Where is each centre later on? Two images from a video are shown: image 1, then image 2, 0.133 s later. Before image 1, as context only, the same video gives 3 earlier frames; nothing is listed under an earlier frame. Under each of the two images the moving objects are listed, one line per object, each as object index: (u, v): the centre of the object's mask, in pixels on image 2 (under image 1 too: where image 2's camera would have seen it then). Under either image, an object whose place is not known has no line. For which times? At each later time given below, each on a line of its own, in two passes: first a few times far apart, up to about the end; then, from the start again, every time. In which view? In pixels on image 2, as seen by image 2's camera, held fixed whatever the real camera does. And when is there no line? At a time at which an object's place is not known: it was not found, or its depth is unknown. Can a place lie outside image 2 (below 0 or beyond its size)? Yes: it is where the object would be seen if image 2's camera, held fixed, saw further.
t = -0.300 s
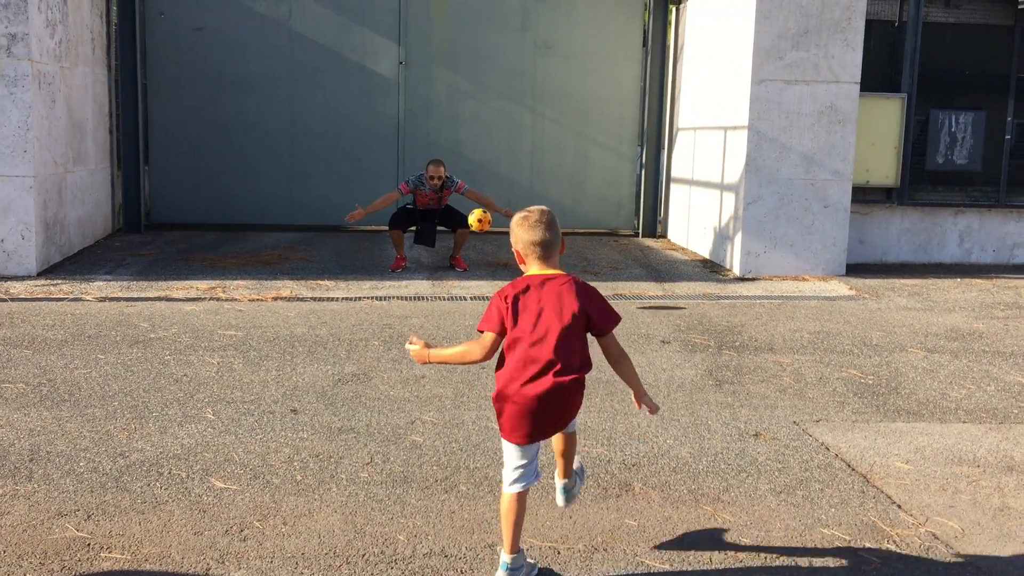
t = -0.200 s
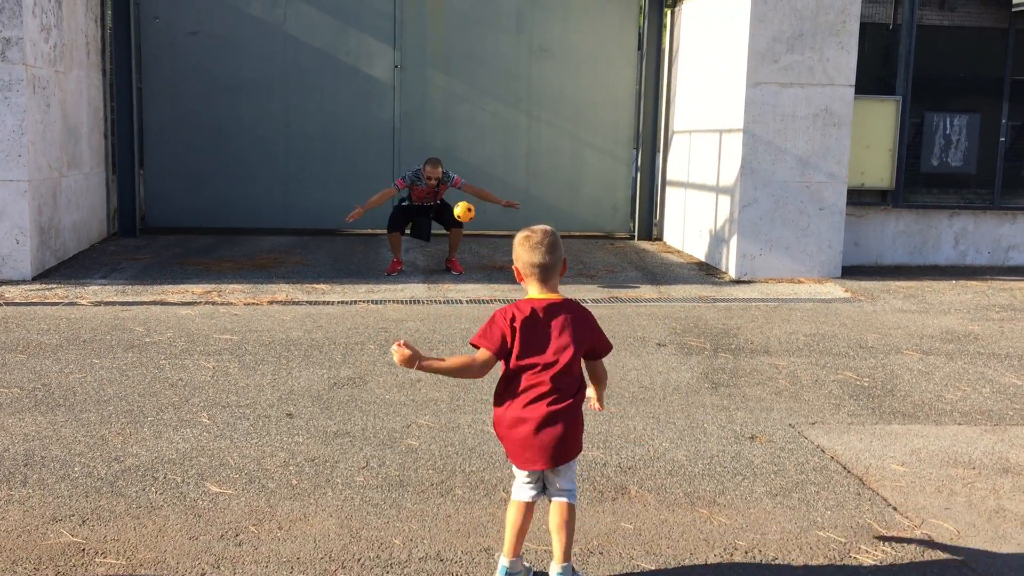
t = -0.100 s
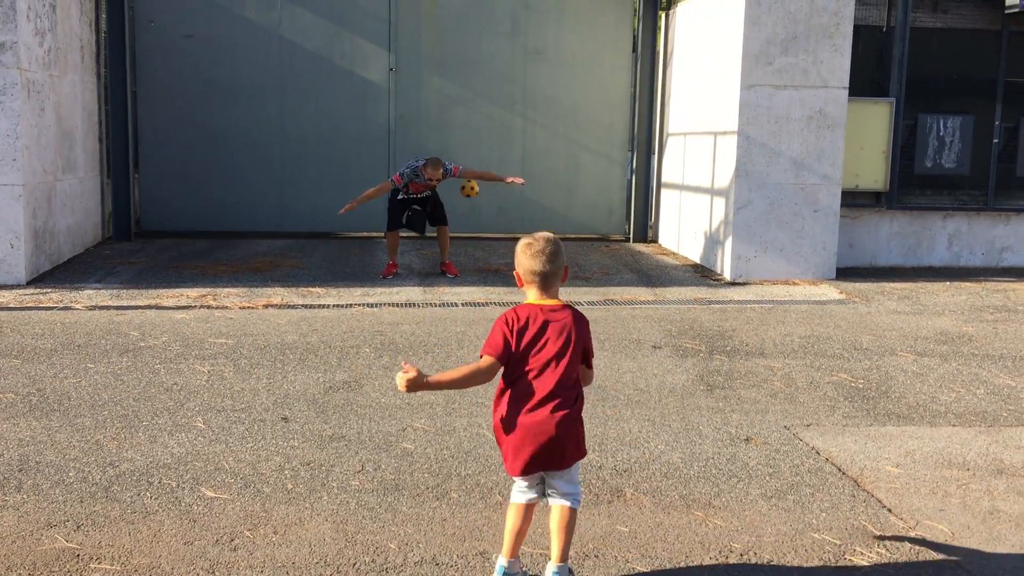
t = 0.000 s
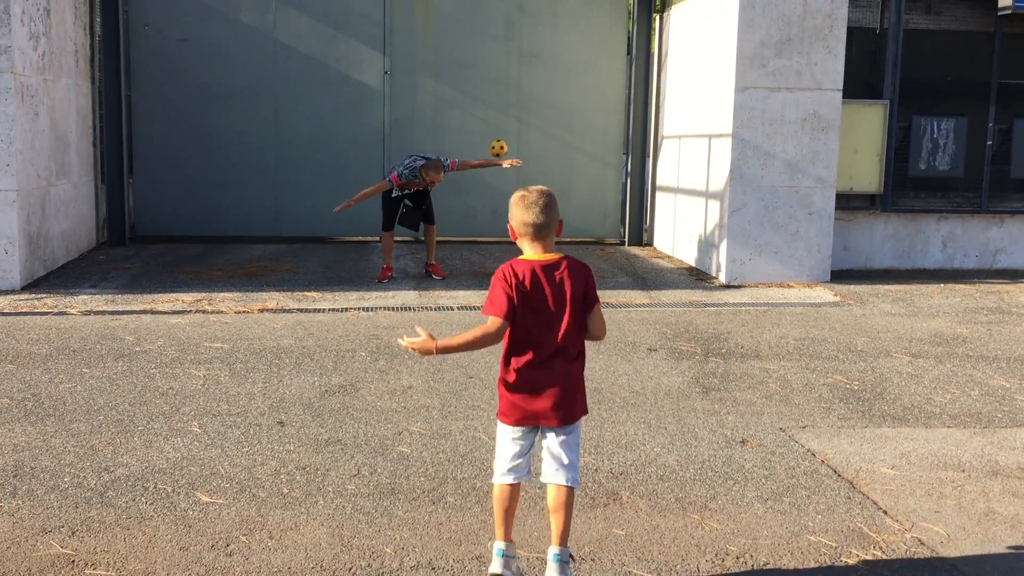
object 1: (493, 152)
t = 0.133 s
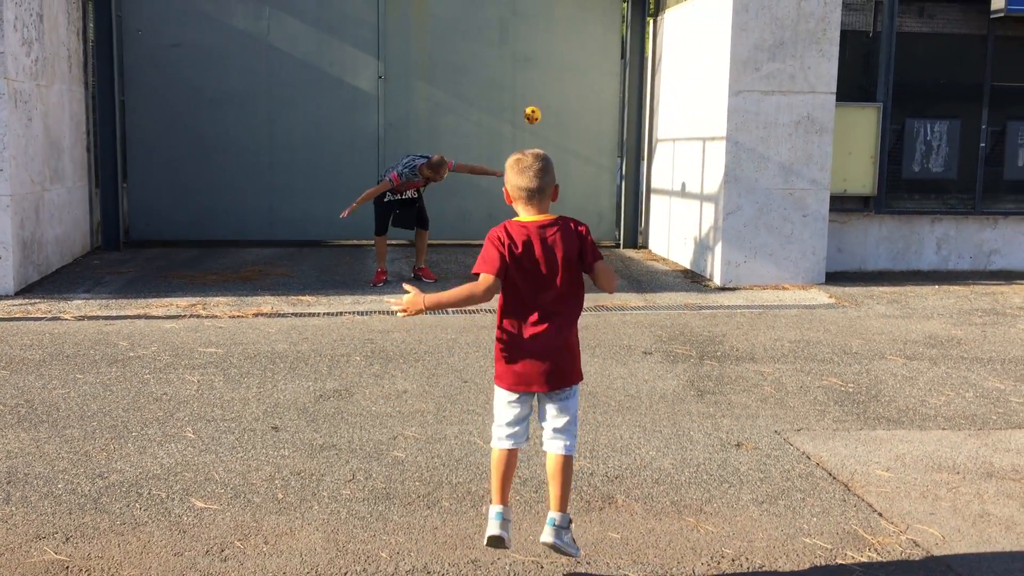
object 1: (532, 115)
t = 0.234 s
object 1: (558, 102)
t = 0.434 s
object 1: (601, 105)
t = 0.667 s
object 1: (641, 119)
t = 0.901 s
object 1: (678, 168)
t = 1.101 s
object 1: (691, 243)
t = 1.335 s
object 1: (688, 228)
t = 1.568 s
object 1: (677, 208)
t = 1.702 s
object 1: (671, 219)
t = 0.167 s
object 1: (540, 110)
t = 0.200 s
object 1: (549, 105)
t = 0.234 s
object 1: (558, 102)
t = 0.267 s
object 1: (565, 100)
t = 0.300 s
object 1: (573, 99)
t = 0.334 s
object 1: (581, 99)
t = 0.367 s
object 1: (587, 100)
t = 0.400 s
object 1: (595, 102)
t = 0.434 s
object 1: (601, 105)
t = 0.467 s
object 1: (607, 110)
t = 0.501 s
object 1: (614, 115)
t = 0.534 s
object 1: (622, 115)
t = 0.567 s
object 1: (627, 114)
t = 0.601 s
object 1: (631, 115)
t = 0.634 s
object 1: (636, 116)
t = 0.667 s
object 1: (641, 119)
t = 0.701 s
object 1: (647, 123)
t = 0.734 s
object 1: (651, 127)
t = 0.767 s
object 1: (656, 134)
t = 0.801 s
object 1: (661, 140)
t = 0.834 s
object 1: (667, 148)
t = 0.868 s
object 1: (673, 158)
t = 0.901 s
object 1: (678, 168)
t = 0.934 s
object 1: (683, 180)
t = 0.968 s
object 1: (685, 191)
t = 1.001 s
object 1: (687, 202)
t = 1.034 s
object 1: (689, 215)
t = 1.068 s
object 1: (690, 228)
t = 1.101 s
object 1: (691, 243)
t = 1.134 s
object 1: (692, 259)
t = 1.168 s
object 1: (694, 275)
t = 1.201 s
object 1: (693, 264)
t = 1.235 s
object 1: (692, 254)
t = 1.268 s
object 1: (690, 244)
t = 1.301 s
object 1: (689, 235)
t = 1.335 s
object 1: (688, 228)
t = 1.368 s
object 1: (686, 221)
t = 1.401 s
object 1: (685, 216)
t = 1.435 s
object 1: (684, 212)
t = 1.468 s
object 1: (682, 209)
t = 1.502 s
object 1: (681, 207)
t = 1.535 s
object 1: (679, 207)
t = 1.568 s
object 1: (677, 208)
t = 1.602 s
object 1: (675, 210)
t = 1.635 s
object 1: (672, 213)
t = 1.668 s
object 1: (671, 216)
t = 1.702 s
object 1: (671, 219)
